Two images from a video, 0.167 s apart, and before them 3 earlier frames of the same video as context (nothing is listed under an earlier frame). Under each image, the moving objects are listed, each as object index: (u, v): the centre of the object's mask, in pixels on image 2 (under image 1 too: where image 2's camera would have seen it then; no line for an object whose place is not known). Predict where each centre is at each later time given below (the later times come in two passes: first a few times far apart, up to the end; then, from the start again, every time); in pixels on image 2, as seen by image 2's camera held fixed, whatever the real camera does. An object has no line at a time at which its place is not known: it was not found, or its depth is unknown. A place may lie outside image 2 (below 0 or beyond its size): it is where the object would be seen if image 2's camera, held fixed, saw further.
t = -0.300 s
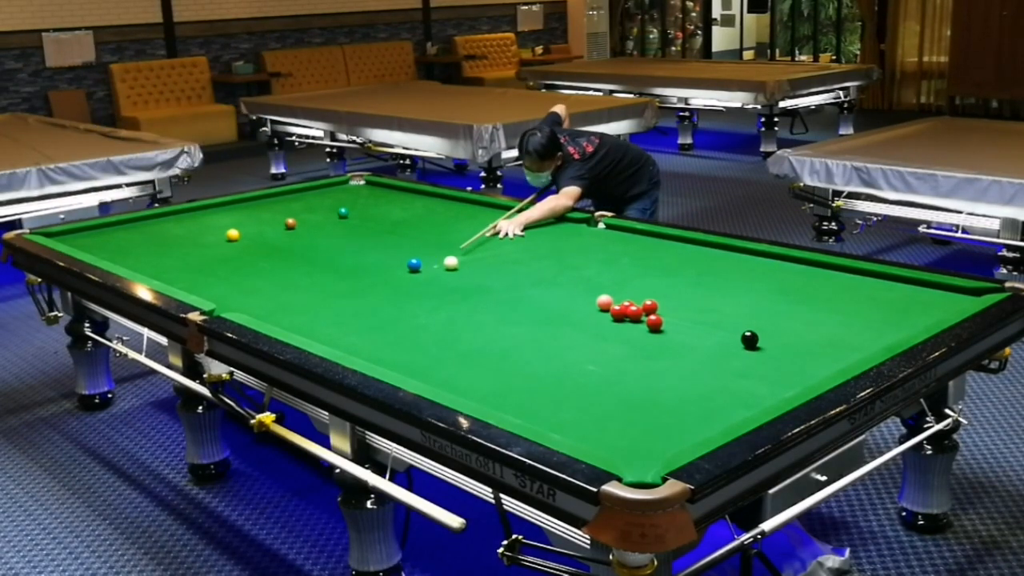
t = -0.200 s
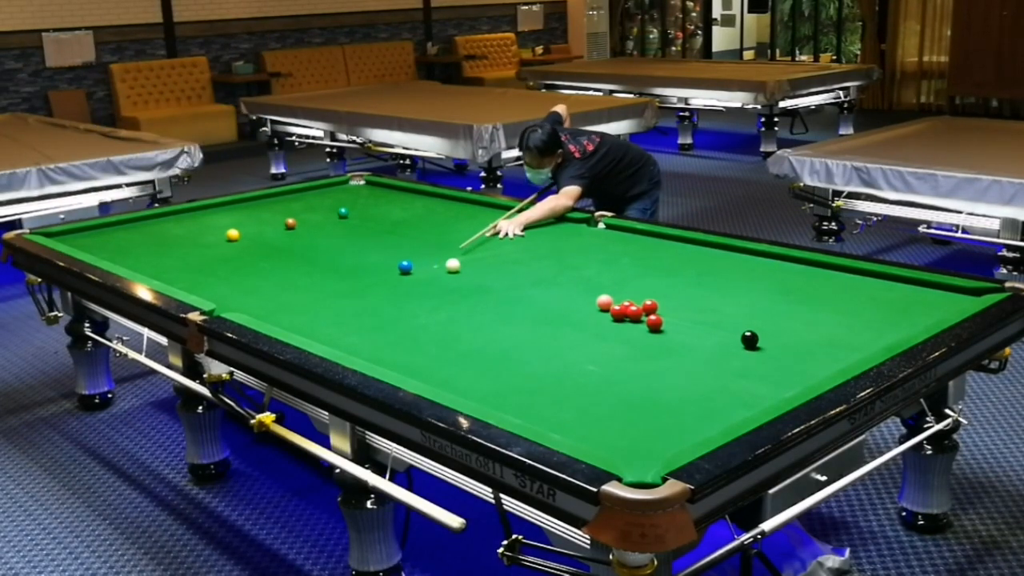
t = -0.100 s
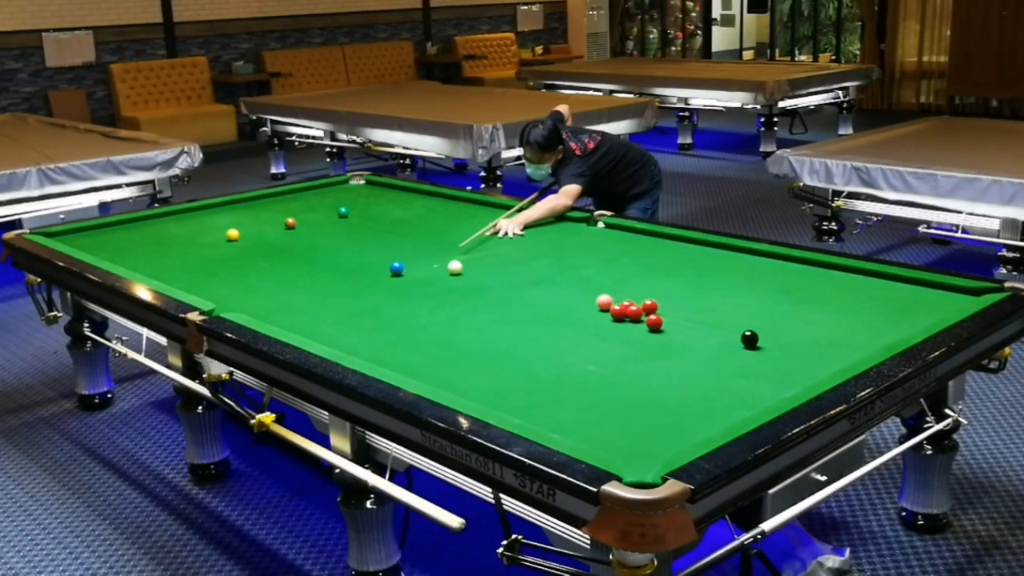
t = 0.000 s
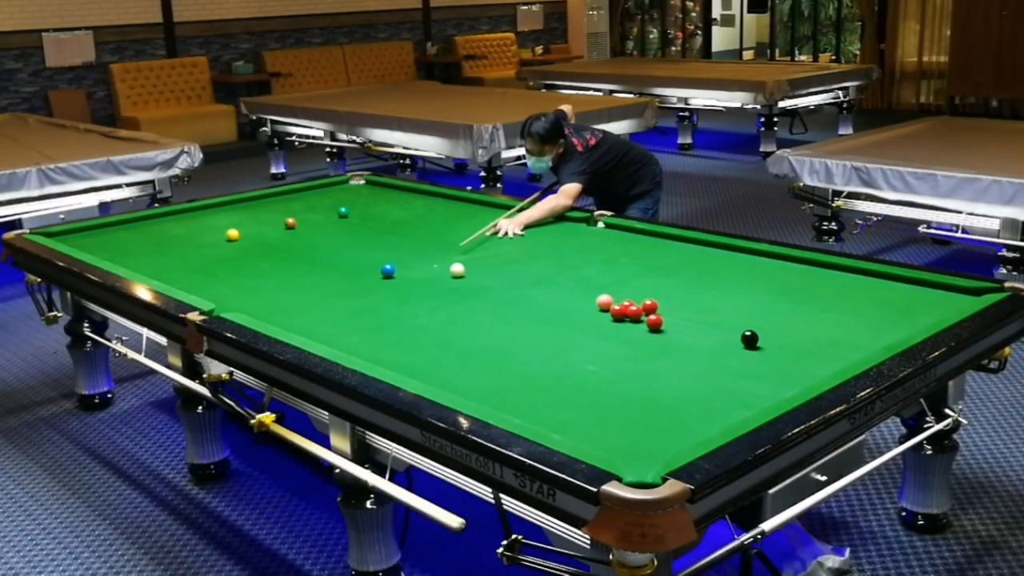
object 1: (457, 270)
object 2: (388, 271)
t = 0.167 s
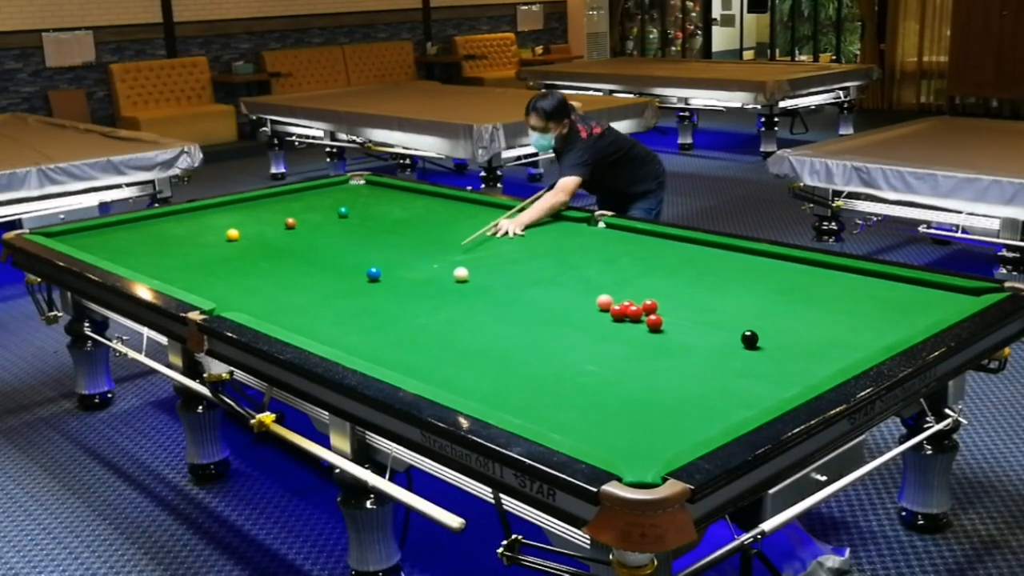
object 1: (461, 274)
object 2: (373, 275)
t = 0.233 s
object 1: (462, 276)
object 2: (368, 276)
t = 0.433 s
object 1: (467, 281)
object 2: (351, 280)
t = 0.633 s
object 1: (471, 286)
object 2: (335, 284)
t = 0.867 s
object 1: (476, 291)
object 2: (317, 289)
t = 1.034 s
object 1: (479, 295)
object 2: (304, 292)
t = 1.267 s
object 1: (484, 300)
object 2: (288, 296)
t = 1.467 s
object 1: (488, 304)
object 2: (274, 299)
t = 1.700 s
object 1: (491, 309)
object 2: (260, 303)
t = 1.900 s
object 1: (495, 313)
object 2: (248, 305)
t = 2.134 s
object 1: (498, 317)
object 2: (236, 306)
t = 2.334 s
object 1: (500, 320)
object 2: (226, 308)
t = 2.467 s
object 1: (502, 323)
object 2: (219, 312)
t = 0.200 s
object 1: (462, 275)
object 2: (371, 275)
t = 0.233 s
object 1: (462, 276)
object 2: (368, 276)
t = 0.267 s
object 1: (463, 277)
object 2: (365, 277)
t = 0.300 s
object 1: (464, 278)
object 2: (362, 278)
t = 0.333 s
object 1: (464, 278)
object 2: (359, 278)
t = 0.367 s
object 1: (465, 279)
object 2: (357, 279)
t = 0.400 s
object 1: (466, 280)
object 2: (354, 280)
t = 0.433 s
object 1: (467, 281)
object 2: (351, 280)
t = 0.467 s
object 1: (467, 282)
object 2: (348, 281)
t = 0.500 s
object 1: (468, 282)
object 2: (346, 282)
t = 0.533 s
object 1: (469, 283)
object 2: (343, 282)
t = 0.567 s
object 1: (469, 284)
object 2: (340, 283)
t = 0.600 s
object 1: (470, 285)
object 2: (338, 283)
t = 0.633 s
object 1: (471, 286)
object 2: (335, 284)
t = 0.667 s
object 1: (472, 286)
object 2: (332, 285)
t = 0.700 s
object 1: (472, 287)
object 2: (330, 286)
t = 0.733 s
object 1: (473, 288)
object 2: (327, 286)
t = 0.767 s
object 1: (474, 289)
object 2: (325, 287)
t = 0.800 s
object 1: (475, 290)
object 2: (322, 287)
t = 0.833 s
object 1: (475, 290)
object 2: (319, 288)
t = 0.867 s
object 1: (476, 291)
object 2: (317, 289)
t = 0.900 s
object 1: (477, 292)
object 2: (314, 289)
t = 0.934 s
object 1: (477, 292)
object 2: (312, 290)
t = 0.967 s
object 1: (478, 293)
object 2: (309, 290)
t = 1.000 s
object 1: (479, 294)
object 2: (307, 291)
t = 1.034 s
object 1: (479, 295)
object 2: (304, 292)
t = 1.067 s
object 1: (480, 295)
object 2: (302, 292)
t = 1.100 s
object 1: (480, 296)
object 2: (300, 293)
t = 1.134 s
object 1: (481, 297)
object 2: (297, 293)
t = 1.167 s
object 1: (482, 298)
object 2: (295, 294)
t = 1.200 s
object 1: (482, 299)
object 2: (292, 295)
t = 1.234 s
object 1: (483, 299)
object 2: (290, 295)
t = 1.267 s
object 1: (484, 300)
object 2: (288, 296)
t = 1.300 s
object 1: (484, 301)
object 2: (285, 296)
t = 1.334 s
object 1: (485, 301)
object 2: (283, 297)
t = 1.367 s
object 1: (486, 302)
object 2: (281, 297)
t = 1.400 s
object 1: (486, 303)
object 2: (279, 298)
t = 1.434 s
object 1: (487, 303)
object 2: (277, 299)
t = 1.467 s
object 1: (488, 304)
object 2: (274, 299)
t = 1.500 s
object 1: (488, 305)
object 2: (272, 300)
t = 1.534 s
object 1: (489, 306)
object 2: (270, 300)
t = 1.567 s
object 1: (489, 306)
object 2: (268, 301)
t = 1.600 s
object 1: (490, 307)
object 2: (266, 301)
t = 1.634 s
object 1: (491, 308)
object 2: (264, 302)
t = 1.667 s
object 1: (491, 308)
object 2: (261, 302)
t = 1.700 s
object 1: (491, 309)
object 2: (260, 303)
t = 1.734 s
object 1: (492, 309)
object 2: (258, 303)
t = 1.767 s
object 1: (492, 310)
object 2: (256, 304)
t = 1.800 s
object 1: (493, 311)
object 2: (254, 304)
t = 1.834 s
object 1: (493, 311)
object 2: (252, 304)
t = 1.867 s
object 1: (494, 312)
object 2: (250, 305)
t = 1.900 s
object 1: (495, 313)
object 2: (248, 305)
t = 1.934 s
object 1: (495, 314)
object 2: (247, 305)
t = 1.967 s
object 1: (496, 314)
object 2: (245, 305)
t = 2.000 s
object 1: (496, 315)
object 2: (244, 306)
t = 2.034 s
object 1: (496, 315)
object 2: (242, 306)
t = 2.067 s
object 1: (497, 316)
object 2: (240, 306)
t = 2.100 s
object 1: (497, 317)
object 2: (238, 306)
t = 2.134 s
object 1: (498, 317)
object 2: (236, 306)
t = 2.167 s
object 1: (498, 318)
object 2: (234, 306)
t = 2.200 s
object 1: (499, 318)
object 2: (233, 307)
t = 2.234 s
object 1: (499, 319)
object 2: (231, 307)
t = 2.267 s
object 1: (500, 319)
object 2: (230, 307)
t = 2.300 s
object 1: (500, 320)
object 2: (228, 308)
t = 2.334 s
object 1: (500, 320)
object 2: (226, 308)
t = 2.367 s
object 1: (501, 321)
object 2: (225, 308)
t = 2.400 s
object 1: (501, 322)
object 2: (223, 309)
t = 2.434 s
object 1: (502, 322)
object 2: (221, 310)
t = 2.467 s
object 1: (502, 323)
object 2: (219, 312)
